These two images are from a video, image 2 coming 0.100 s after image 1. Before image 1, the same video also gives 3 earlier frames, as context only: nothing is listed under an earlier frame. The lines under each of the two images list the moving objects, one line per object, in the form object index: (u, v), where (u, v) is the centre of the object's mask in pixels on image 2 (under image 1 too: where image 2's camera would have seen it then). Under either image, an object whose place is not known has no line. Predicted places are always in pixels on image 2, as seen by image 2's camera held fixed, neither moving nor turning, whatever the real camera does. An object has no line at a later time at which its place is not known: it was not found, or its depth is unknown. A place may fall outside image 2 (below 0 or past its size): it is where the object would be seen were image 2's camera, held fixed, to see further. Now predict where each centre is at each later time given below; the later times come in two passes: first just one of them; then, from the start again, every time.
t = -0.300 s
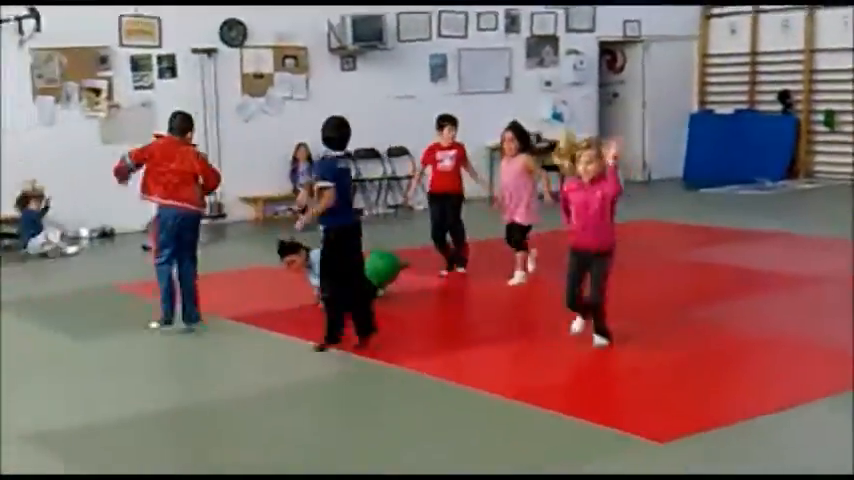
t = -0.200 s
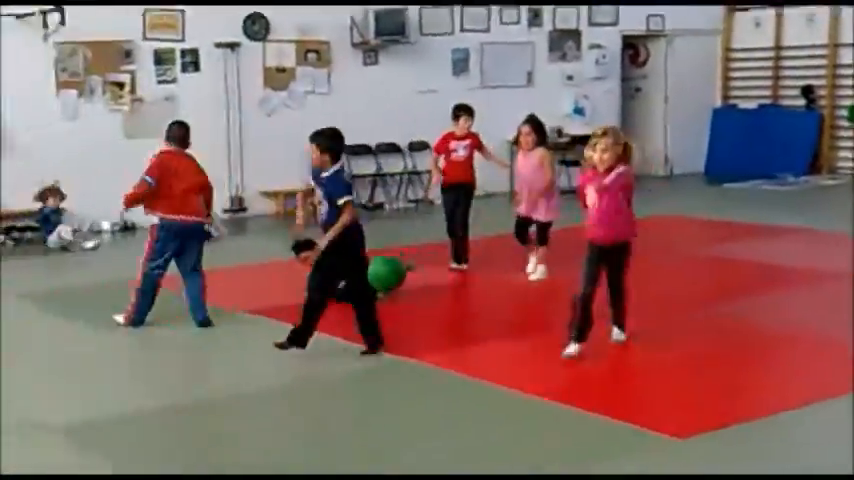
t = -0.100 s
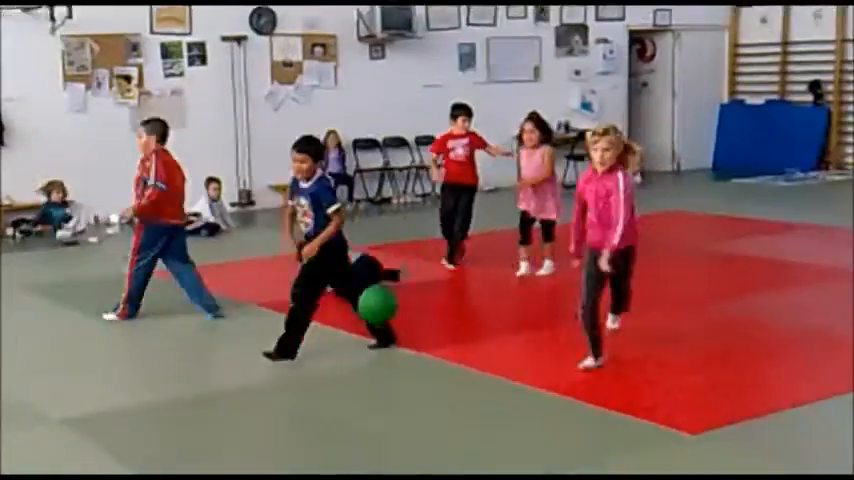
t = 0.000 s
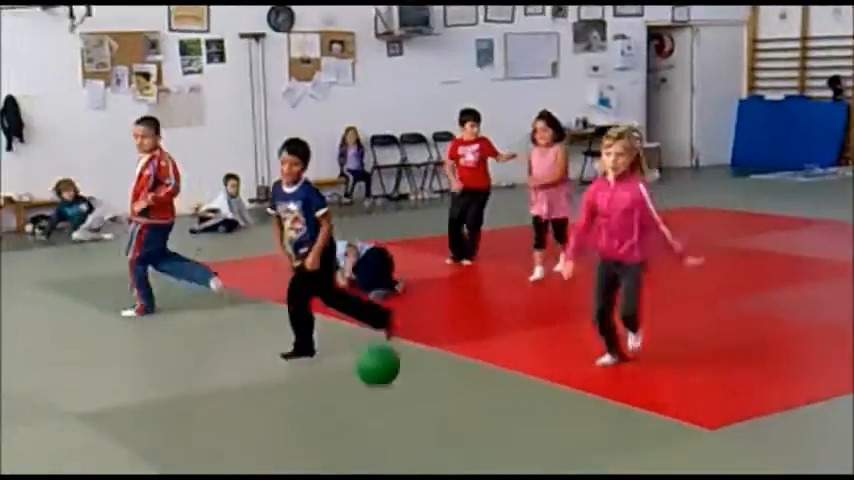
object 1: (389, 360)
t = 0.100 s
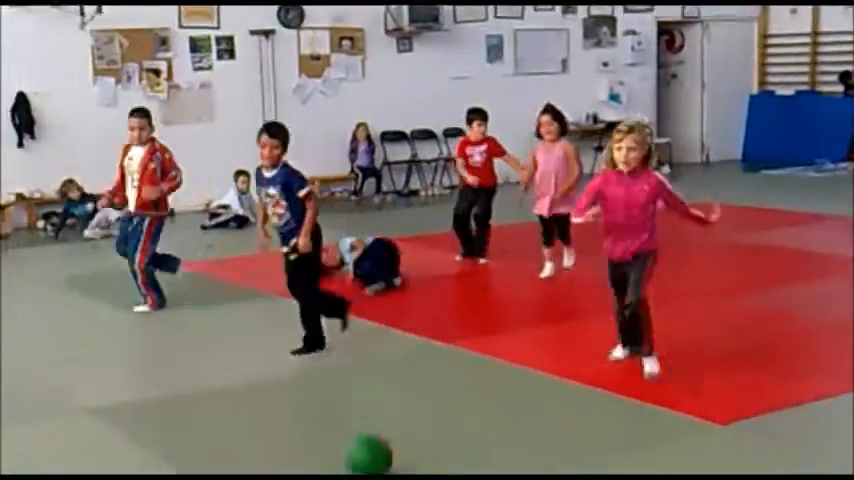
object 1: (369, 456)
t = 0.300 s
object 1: (323, 447)
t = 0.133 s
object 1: (364, 461)
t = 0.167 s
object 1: (356, 454)
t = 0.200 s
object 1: (347, 453)
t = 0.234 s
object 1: (338, 449)
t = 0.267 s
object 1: (331, 445)
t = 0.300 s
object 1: (323, 447)
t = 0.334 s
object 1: (315, 452)
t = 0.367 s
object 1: (303, 461)
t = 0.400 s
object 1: (292, 470)
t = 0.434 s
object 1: (284, 481)
